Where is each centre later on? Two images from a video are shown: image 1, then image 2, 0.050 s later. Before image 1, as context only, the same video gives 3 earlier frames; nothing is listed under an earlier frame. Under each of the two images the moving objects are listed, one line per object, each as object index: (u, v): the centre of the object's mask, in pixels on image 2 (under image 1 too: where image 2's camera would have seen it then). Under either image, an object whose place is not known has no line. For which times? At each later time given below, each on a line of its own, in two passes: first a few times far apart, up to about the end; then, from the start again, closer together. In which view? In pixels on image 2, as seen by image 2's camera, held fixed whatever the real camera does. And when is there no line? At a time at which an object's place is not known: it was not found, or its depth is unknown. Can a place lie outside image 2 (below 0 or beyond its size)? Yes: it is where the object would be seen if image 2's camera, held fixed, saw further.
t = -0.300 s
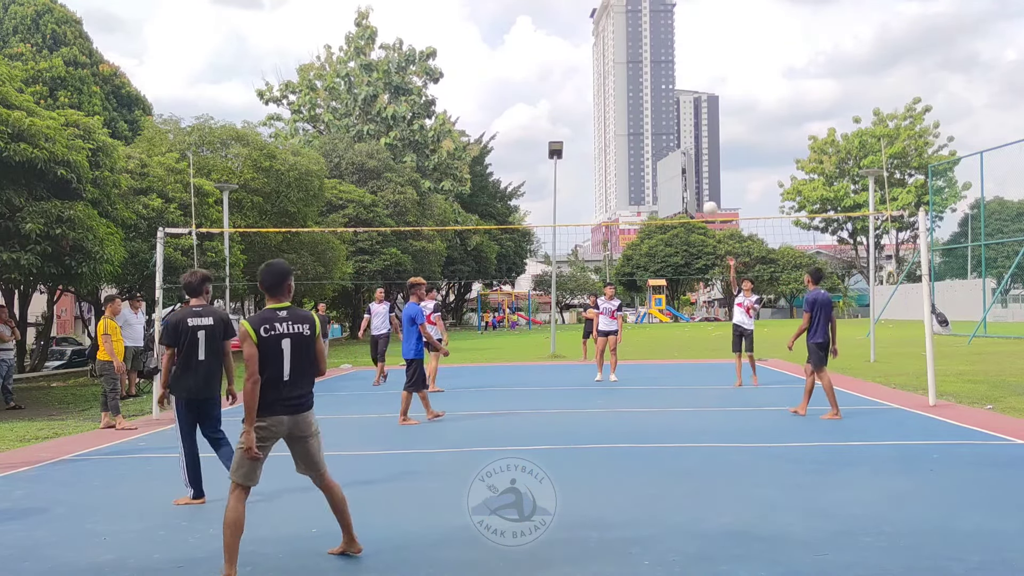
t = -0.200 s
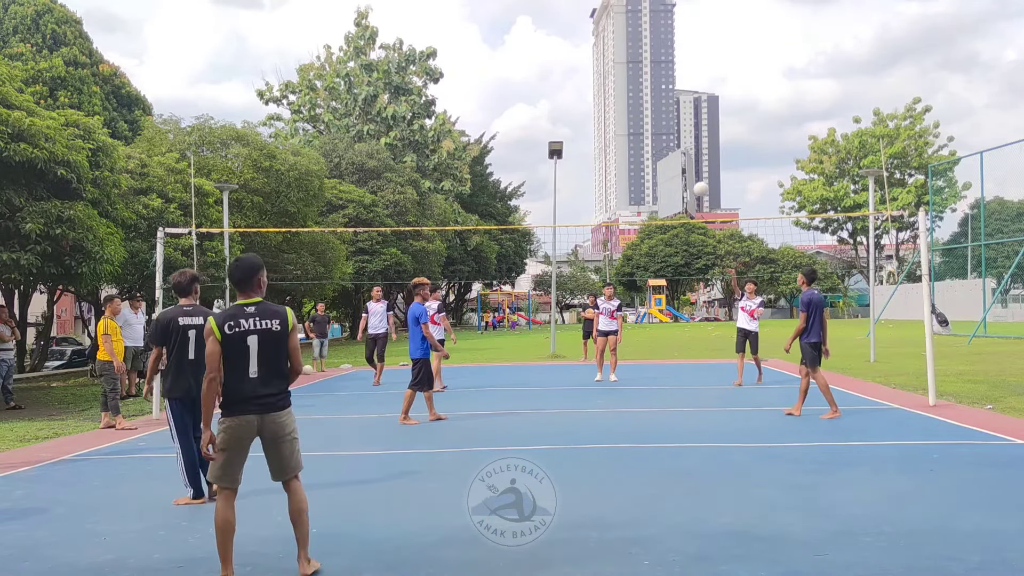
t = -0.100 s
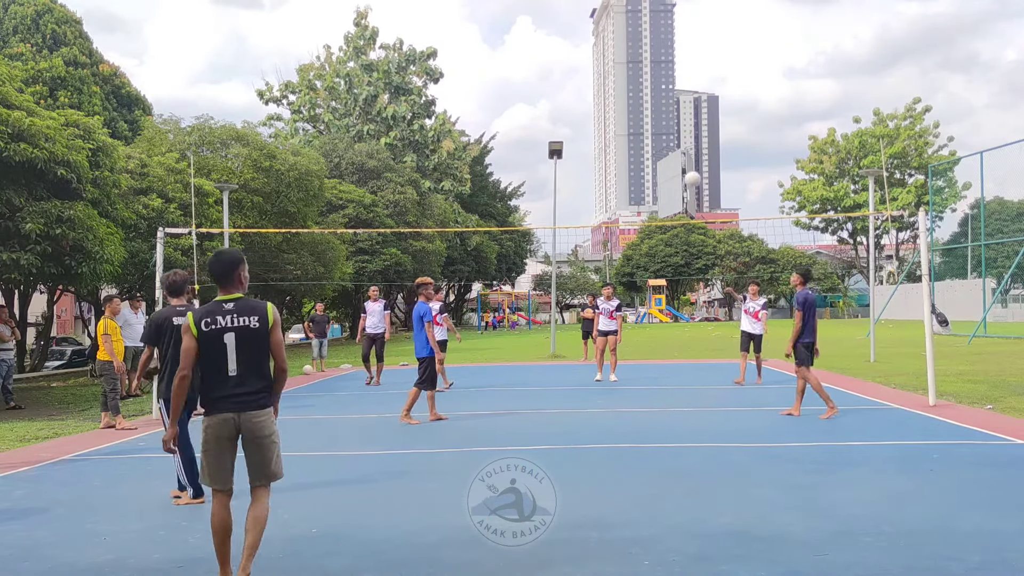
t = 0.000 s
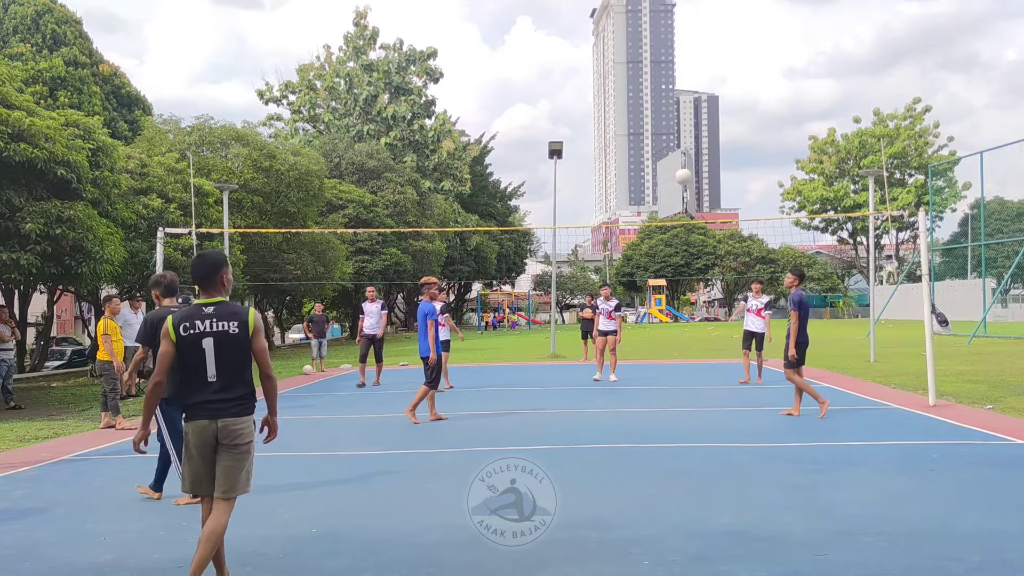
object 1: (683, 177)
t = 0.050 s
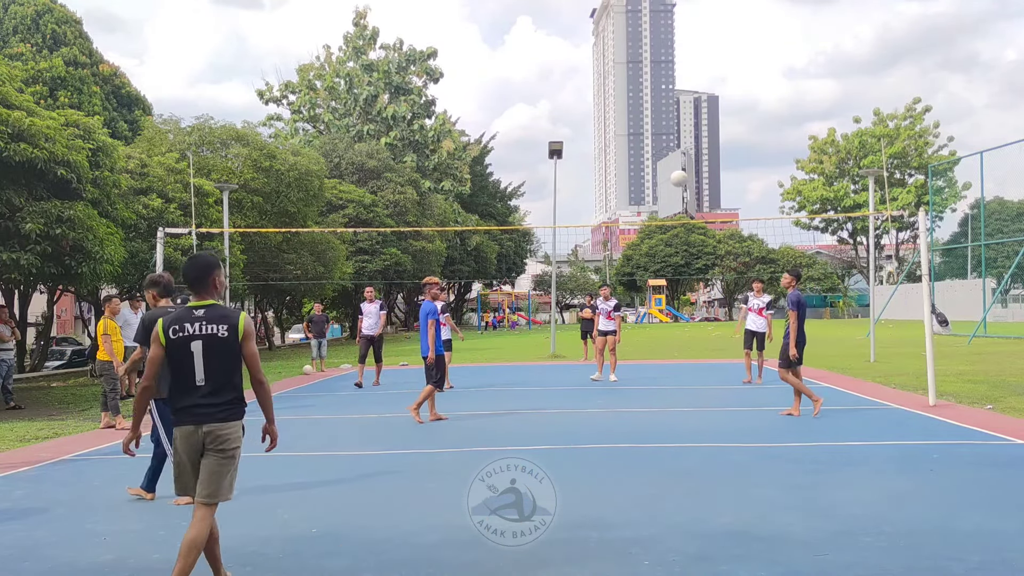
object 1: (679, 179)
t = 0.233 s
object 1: (660, 205)
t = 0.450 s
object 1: (634, 292)
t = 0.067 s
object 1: (677, 179)
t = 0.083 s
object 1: (675, 180)
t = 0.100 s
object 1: (673, 182)
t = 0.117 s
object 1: (671, 184)
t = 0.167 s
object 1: (666, 191)
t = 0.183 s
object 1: (665, 194)
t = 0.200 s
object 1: (663, 198)
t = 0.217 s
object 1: (661, 202)
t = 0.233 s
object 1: (660, 205)
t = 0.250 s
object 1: (658, 210)
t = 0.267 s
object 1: (656, 214)
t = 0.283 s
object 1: (654, 219)
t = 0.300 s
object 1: (652, 224)
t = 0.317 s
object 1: (650, 230)
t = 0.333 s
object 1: (648, 237)
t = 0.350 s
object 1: (646, 243)
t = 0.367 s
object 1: (644, 250)
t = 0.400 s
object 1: (640, 266)
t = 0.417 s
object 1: (638, 274)
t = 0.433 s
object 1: (636, 283)
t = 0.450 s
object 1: (634, 292)
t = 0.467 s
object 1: (632, 301)
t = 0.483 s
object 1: (630, 312)
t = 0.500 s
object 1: (628, 323)
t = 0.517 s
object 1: (626, 334)
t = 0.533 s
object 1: (623, 346)
